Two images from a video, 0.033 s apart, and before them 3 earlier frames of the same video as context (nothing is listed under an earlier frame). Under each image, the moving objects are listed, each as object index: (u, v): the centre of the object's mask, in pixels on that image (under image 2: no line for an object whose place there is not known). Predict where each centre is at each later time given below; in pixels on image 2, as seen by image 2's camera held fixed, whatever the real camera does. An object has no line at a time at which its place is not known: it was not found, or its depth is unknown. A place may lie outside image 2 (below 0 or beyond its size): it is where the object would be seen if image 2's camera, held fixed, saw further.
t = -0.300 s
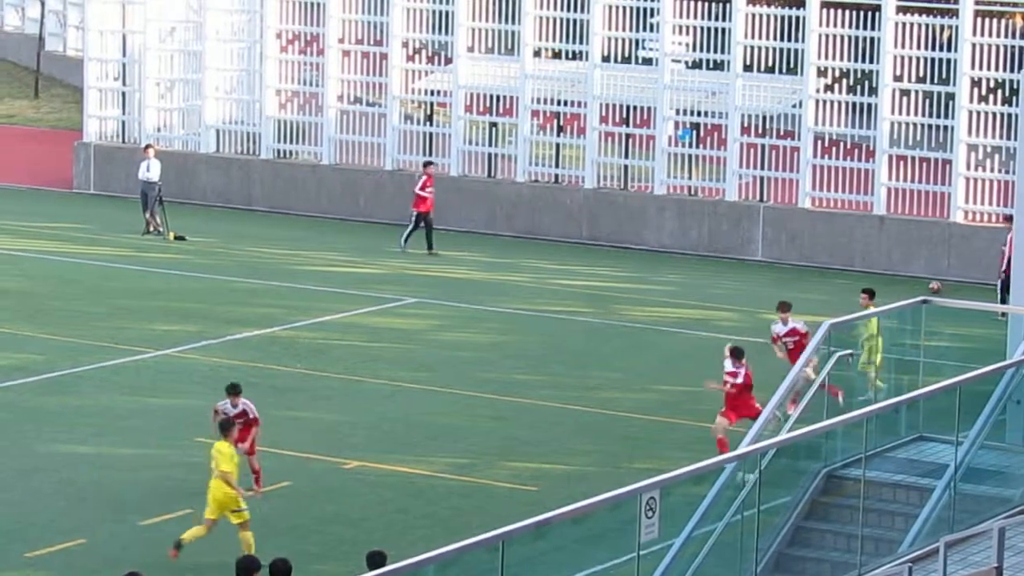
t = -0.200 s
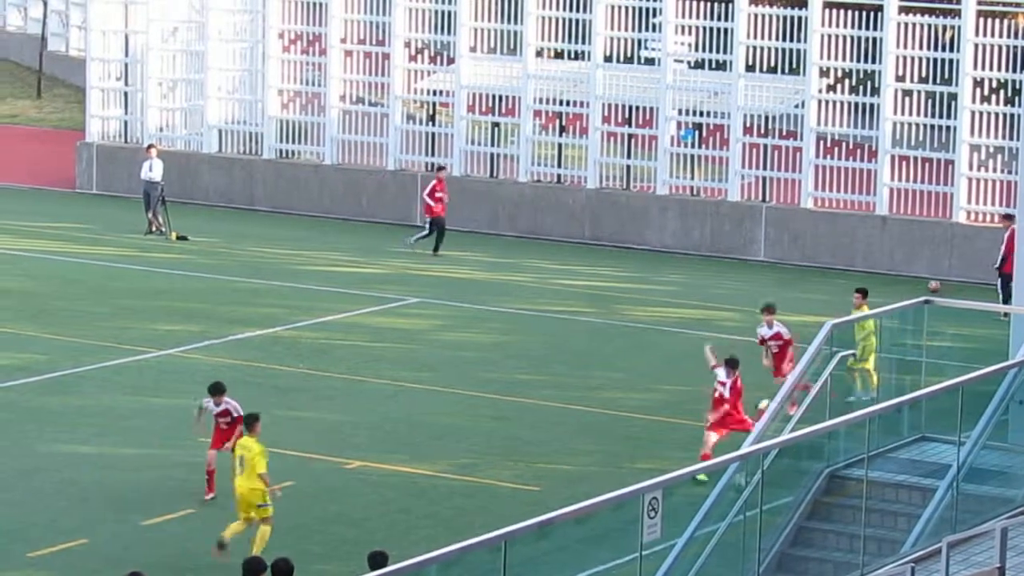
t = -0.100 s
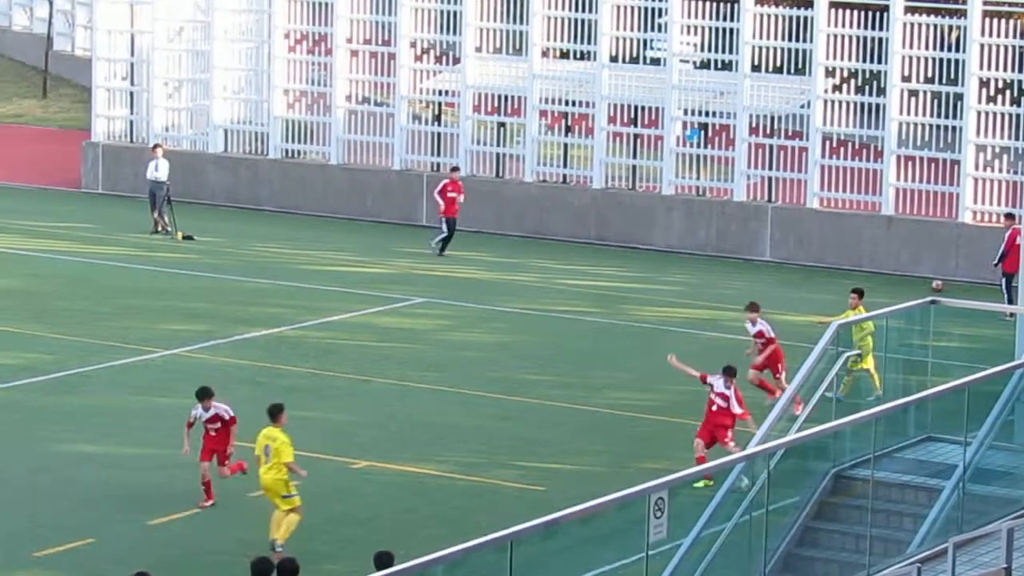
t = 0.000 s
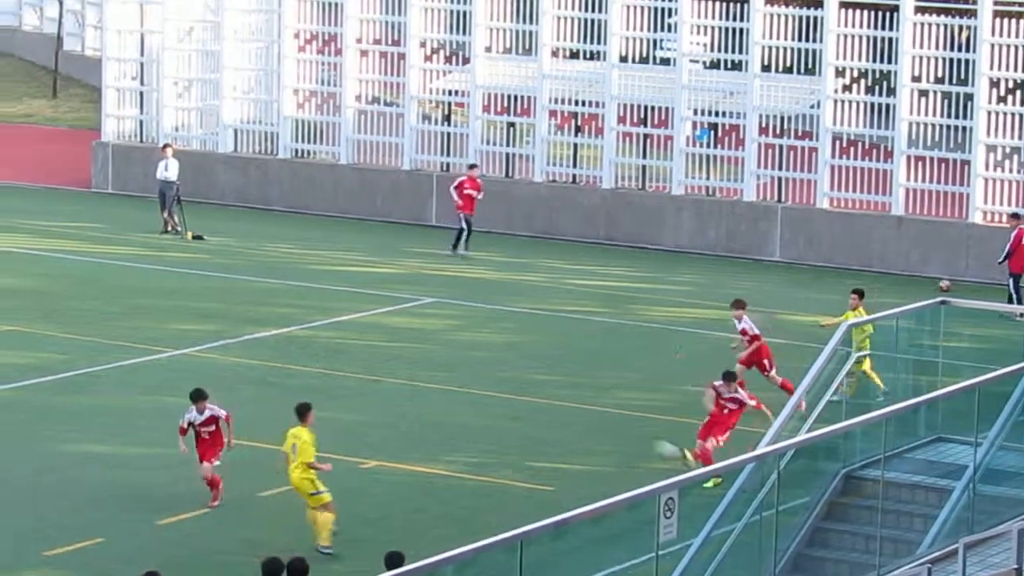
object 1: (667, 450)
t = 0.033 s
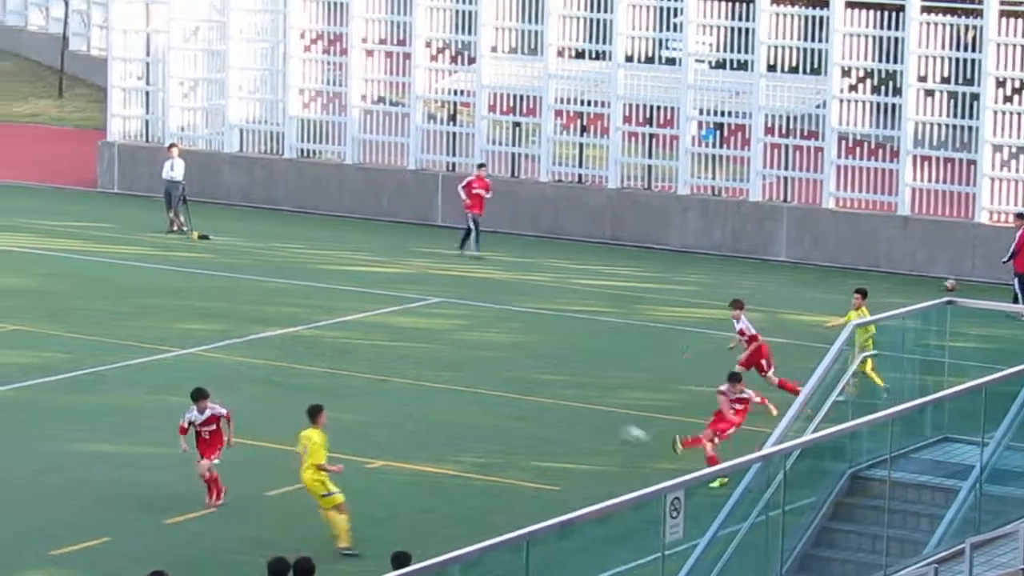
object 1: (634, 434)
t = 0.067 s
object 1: (597, 420)
